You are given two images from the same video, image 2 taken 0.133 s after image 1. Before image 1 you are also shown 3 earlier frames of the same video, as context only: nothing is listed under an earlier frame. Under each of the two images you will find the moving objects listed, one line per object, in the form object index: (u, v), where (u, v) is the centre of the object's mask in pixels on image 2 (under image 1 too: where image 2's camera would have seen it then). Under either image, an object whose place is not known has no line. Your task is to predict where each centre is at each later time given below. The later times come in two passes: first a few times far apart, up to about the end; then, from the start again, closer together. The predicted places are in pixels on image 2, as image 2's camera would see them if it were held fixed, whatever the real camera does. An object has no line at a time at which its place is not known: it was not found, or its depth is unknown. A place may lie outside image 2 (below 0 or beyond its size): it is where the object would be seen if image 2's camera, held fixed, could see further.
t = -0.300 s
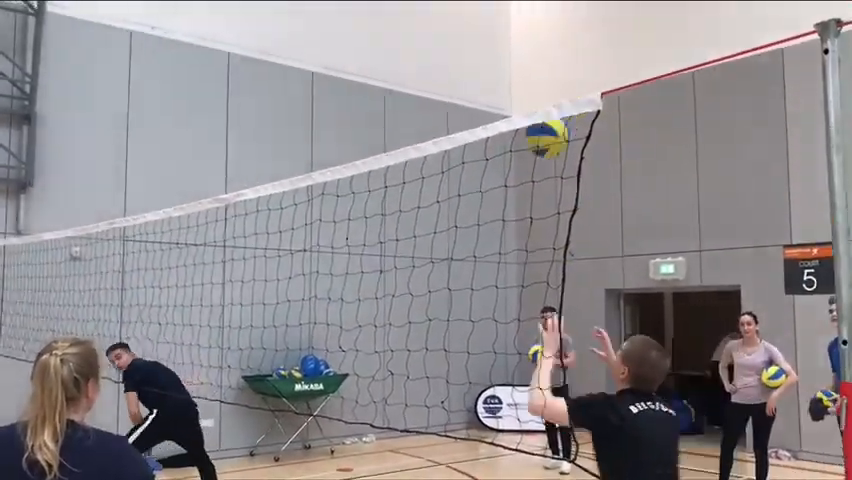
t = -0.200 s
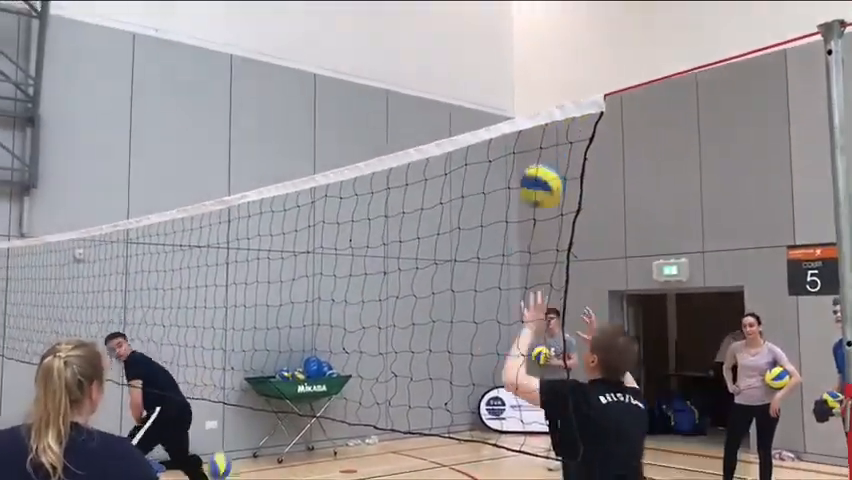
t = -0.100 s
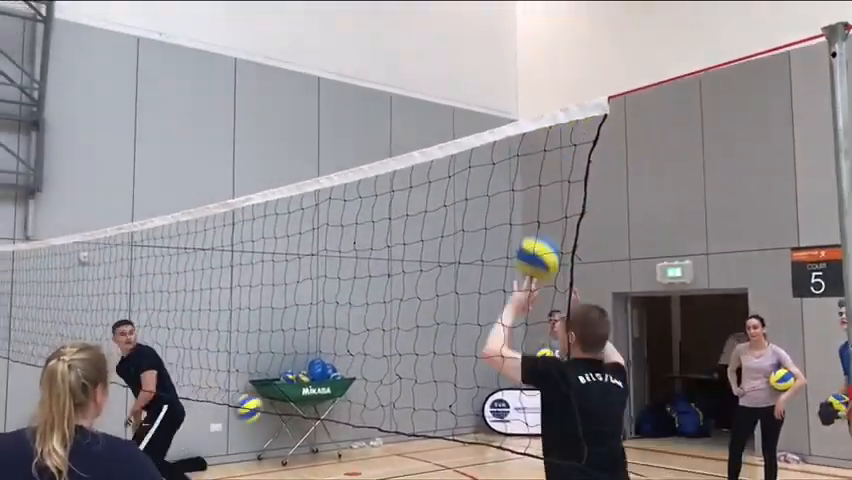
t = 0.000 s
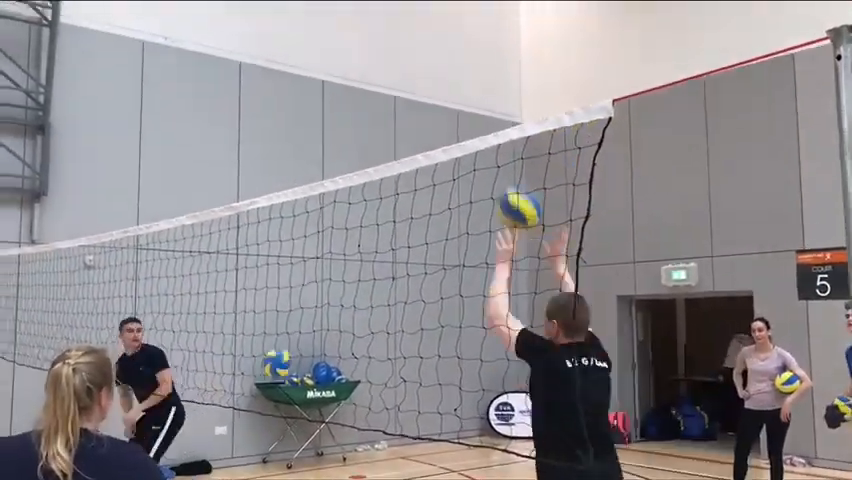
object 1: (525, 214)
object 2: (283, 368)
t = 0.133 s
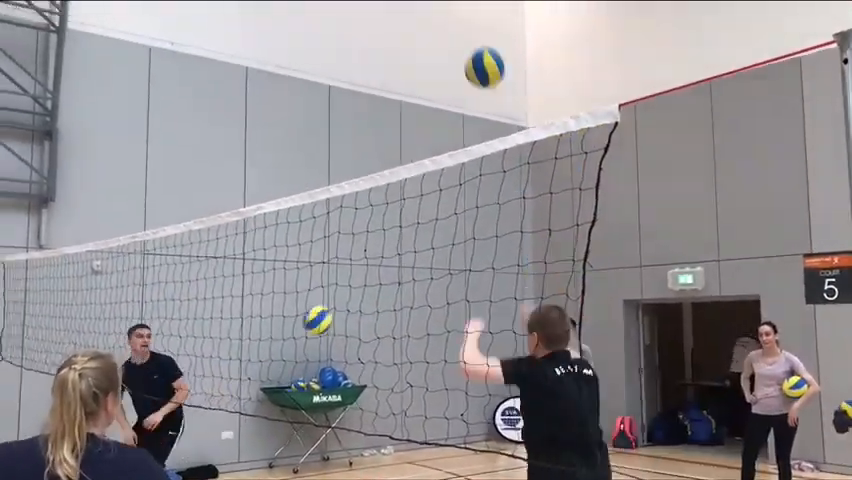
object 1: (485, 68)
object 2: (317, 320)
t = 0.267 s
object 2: (353, 295)
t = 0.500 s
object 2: (421, 308)
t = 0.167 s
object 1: (476, 41)
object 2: (326, 311)
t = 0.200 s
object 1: (468, 17)
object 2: (335, 303)
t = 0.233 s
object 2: (344, 299)
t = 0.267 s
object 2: (353, 295)
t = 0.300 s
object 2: (362, 292)
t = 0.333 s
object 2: (370, 290)
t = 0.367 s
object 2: (380, 291)
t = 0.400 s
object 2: (390, 293)
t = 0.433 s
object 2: (401, 295)
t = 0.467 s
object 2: (412, 301)
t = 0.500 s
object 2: (421, 308)
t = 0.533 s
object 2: (431, 318)
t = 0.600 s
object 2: (452, 341)
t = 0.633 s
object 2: (463, 355)
